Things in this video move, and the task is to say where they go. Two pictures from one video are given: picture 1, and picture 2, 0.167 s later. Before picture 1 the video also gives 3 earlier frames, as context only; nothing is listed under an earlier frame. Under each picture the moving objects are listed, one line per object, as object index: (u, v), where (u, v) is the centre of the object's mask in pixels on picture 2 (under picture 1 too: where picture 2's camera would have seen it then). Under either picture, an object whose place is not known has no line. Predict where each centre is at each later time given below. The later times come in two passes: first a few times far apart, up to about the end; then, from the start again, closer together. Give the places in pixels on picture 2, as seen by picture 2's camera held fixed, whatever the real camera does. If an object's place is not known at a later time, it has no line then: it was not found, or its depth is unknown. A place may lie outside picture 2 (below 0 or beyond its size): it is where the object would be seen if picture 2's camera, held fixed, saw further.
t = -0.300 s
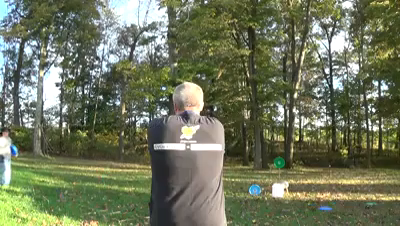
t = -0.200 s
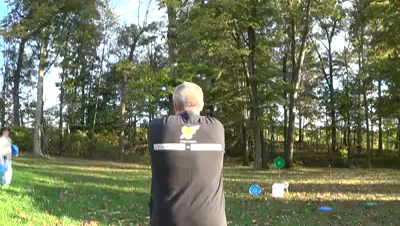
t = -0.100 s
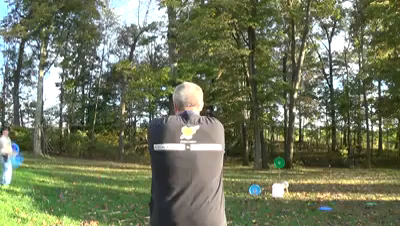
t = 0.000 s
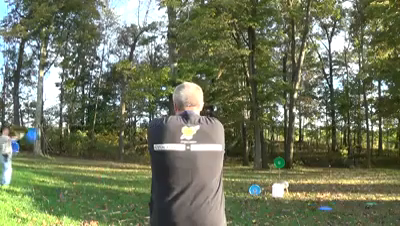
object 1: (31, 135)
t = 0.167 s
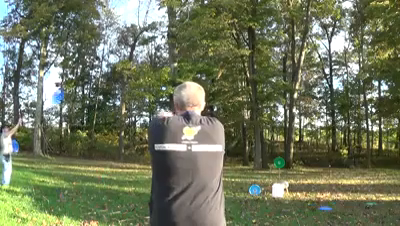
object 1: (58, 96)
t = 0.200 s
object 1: (63, 89)
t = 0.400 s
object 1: (94, 61)
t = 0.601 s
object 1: (130, 45)
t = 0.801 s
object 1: (167, 46)
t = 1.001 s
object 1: (204, 66)
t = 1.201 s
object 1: (244, 104)
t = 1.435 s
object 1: (289, 170)
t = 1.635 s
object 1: (310, 191)
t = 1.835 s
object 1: (320, 184)
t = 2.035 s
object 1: (329, 193)
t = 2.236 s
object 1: (342, 202)
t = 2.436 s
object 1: (356, 203)
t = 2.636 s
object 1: (370, 203)
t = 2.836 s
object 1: (382, 203)
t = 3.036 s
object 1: (393, 204)
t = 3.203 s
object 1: (397, 203)
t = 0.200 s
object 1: (63, 89)
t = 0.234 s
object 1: (67, 85)
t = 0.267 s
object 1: (72, 78)
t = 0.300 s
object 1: (78, 73)
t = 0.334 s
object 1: (83, 69)
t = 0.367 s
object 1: (89, 64)
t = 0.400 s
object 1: (94, 61)
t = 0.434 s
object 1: (101, 56)
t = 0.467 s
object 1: (105, 53)
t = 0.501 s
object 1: (112, 50)
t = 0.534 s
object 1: (118, 48)
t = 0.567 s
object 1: (124, 46)
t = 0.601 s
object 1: (130, 45)
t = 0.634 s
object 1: (135, 44)
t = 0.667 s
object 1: (142, 43)
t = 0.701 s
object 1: (148, 43)
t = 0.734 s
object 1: (153, 43)
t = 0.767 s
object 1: (160, 45)
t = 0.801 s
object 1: (167, 46)
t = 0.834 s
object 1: (173, 48)
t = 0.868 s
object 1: (179, 51)
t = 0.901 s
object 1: (185, 54)
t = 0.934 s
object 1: (192, 57)
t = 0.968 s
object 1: (199, 62)
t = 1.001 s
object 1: (204, 66)
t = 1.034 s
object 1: (212, 71)
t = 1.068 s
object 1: (218, 76)
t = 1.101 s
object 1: (224, 82)
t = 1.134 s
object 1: (231, 89)
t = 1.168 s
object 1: (238, 96)
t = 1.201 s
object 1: (244, 104)
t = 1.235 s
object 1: (250, 112)
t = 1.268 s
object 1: (257, 121)
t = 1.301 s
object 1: (264, 130)
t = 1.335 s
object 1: (271, 141)
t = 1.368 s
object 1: (277, 150)
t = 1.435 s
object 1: (289, 170)
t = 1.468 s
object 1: (295, 182)
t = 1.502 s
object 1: (302, 194)
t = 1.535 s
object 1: (306, 201)
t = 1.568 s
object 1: (308, 198)
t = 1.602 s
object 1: (309, 195)
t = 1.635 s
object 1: (310, 191)
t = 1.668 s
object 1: (312, 189)
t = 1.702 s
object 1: (313, 187)
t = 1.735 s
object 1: (315, 185)
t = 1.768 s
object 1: (316, 185)
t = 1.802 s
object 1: (318, 184)
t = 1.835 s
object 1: (320, 184)
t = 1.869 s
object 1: (321, 184)
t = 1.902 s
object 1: (323, 185)
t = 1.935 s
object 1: (324, 186)
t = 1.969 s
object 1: (326, 187)
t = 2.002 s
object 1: (327, 190)
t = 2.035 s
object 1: (329, 193)
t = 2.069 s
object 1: (330, 196)
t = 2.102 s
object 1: (332, 200)
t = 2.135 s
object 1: (335, 202)
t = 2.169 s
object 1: (337, 202)
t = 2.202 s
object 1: (339, 202)
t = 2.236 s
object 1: (342, 202)
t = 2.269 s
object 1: (344, 203)
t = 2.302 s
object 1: (347, 203)
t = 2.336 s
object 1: (349, 203)
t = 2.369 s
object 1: (352, 203)
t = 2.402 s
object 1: (354, 202)
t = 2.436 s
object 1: (356, 203)
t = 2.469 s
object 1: (359, 203)
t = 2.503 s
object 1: (361, 203)
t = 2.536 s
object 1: (364, 203)
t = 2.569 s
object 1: (365, 203)
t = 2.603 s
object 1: (368, 203)
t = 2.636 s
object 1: (370, 203)
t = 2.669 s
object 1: (372, 203)
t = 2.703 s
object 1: (374, 204)
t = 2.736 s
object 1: (375, 204)
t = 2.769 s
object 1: (377, 204)
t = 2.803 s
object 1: (380, 203)
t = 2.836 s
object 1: (382, 203)
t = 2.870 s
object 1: (384, 203)
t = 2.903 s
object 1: (386, 203)
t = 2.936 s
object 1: (387, 204)
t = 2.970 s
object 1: (390, 204)
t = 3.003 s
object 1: (391, 203)
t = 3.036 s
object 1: (393, 204)
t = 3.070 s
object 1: (394, 203)
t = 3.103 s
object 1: (395, 203)
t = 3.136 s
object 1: (395, 204)
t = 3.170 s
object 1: (396, 203)
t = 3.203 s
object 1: (397, 203)
